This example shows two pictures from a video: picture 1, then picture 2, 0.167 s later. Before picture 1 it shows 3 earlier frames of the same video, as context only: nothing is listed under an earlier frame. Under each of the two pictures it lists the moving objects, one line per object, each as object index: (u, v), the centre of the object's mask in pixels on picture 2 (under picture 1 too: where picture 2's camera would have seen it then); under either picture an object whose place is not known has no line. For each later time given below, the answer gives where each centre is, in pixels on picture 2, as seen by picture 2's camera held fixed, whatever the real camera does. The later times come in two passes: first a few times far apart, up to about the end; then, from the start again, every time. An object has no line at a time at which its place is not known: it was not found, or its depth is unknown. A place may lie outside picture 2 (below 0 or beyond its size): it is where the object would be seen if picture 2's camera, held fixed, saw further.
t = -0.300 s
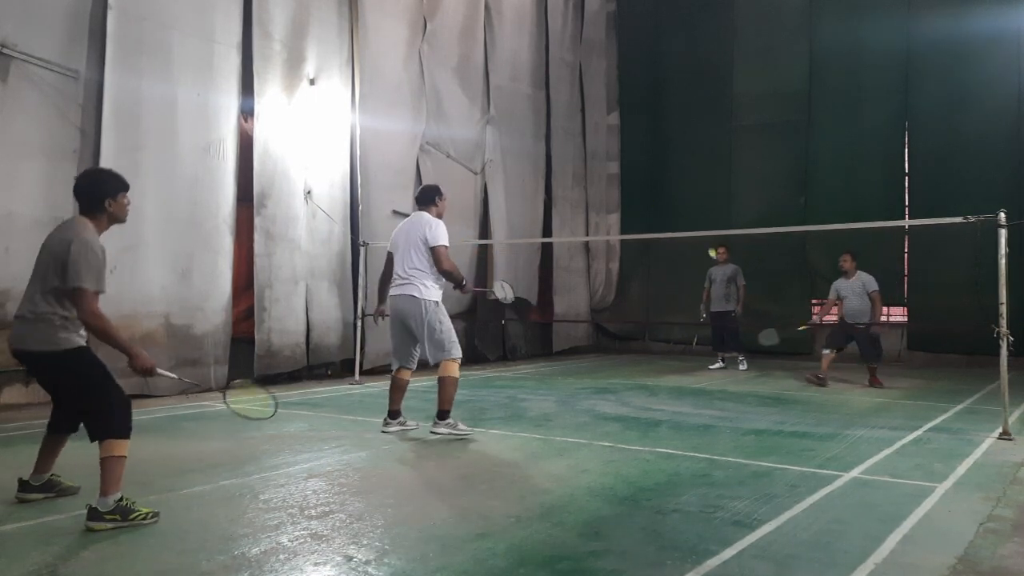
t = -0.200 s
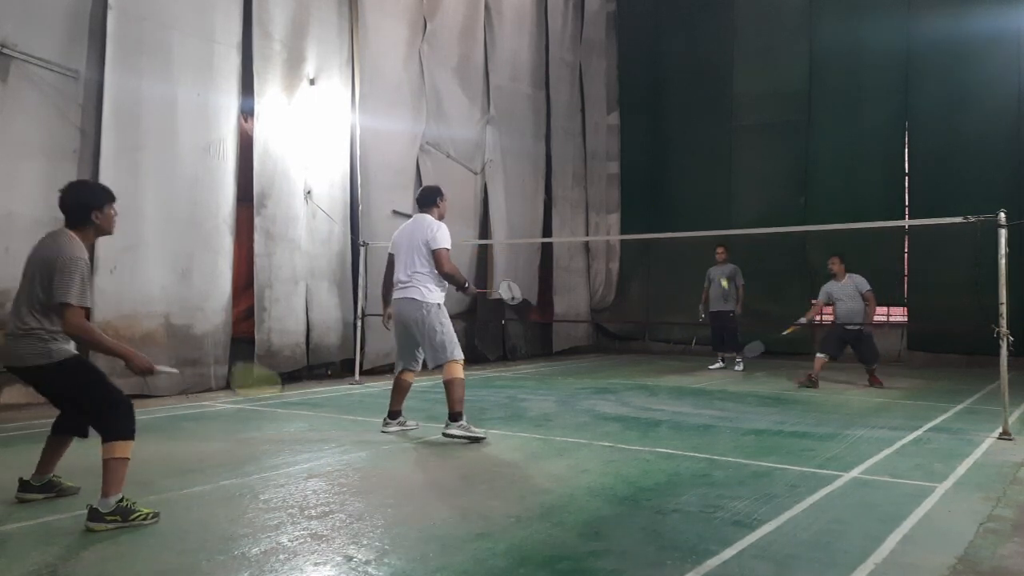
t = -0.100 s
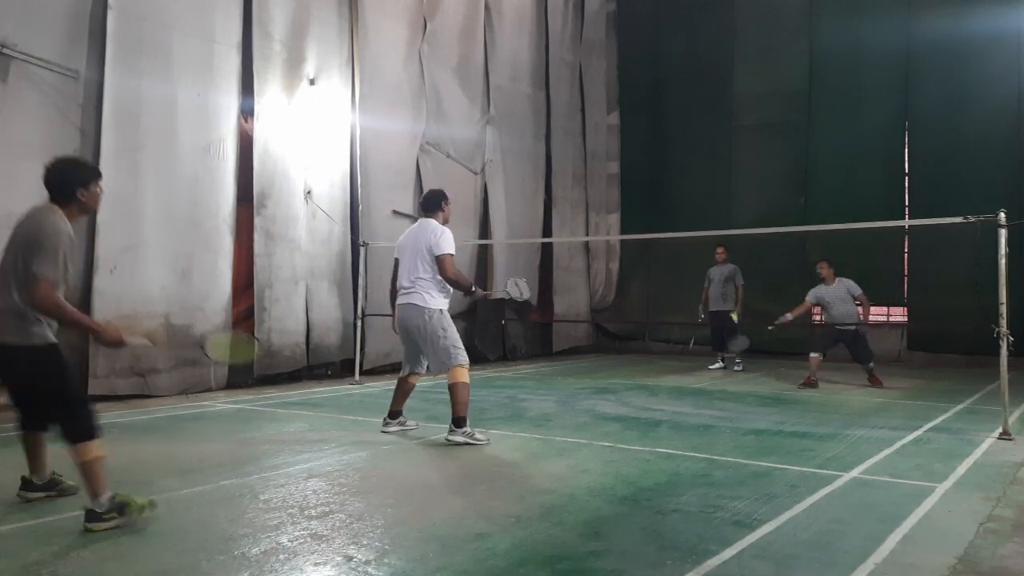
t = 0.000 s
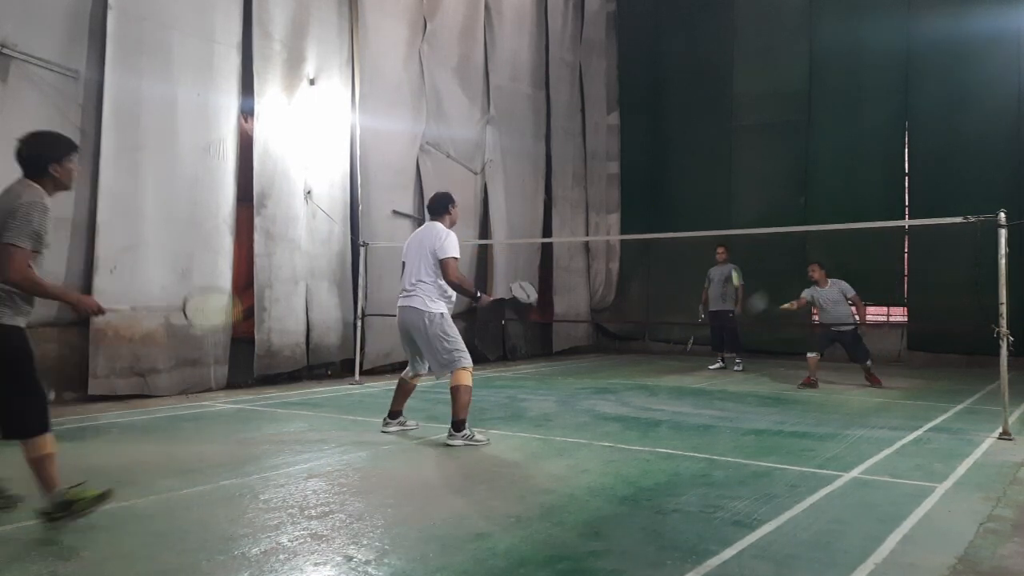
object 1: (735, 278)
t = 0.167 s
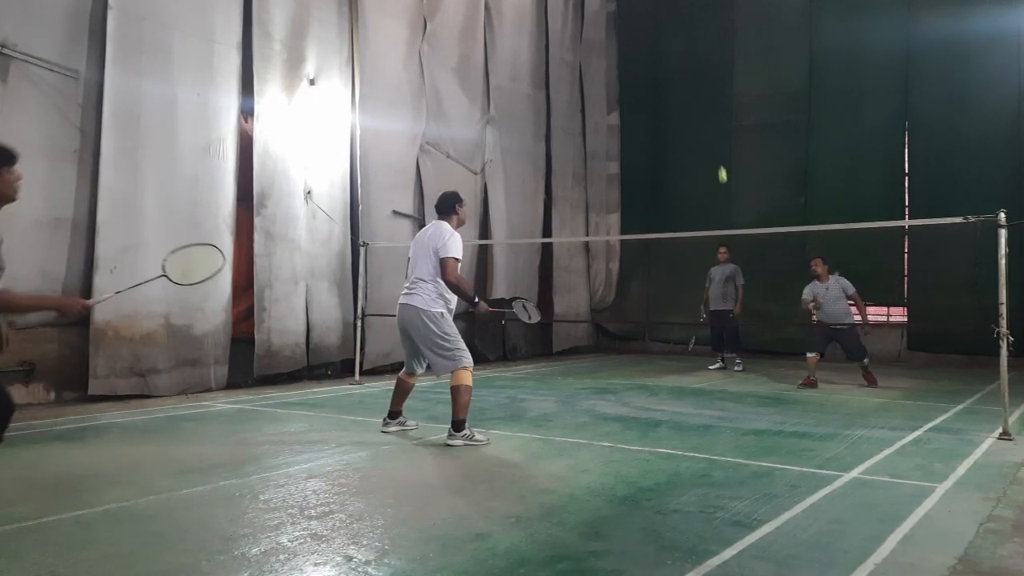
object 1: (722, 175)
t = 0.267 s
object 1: (715, 129)
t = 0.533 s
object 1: (695, 65)
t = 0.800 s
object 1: (668, 116)
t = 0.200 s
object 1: (720, 158)
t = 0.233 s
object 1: (718, 143)
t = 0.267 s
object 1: (715, 129)
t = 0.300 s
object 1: (713, 116)
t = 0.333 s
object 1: (710, 104)
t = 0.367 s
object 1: (708, 94)
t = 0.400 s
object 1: (706, 85)
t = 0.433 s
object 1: (703, 78)
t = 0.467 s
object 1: (701, 72)
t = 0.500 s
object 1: (698, 68)
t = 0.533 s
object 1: (695, 65)
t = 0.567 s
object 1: (692, 64)
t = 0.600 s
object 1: (689, 66)
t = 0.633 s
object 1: (686, 68)
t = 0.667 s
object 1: (683, 73)
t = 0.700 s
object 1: (679, 80)
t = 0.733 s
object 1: (676, 90)
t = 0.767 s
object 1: (672, 102)
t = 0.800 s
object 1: (668, 116)
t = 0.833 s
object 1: (664, 133)
